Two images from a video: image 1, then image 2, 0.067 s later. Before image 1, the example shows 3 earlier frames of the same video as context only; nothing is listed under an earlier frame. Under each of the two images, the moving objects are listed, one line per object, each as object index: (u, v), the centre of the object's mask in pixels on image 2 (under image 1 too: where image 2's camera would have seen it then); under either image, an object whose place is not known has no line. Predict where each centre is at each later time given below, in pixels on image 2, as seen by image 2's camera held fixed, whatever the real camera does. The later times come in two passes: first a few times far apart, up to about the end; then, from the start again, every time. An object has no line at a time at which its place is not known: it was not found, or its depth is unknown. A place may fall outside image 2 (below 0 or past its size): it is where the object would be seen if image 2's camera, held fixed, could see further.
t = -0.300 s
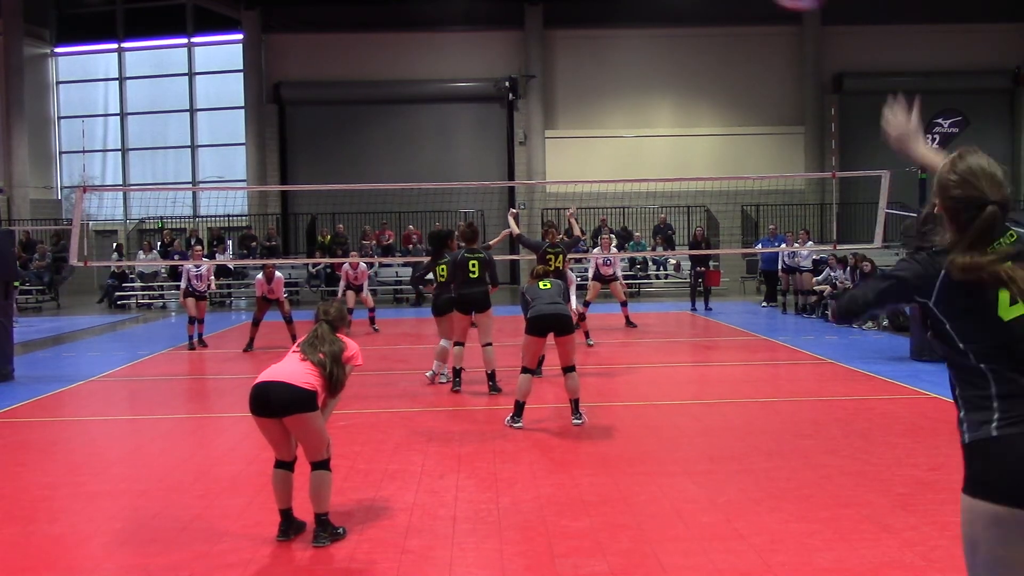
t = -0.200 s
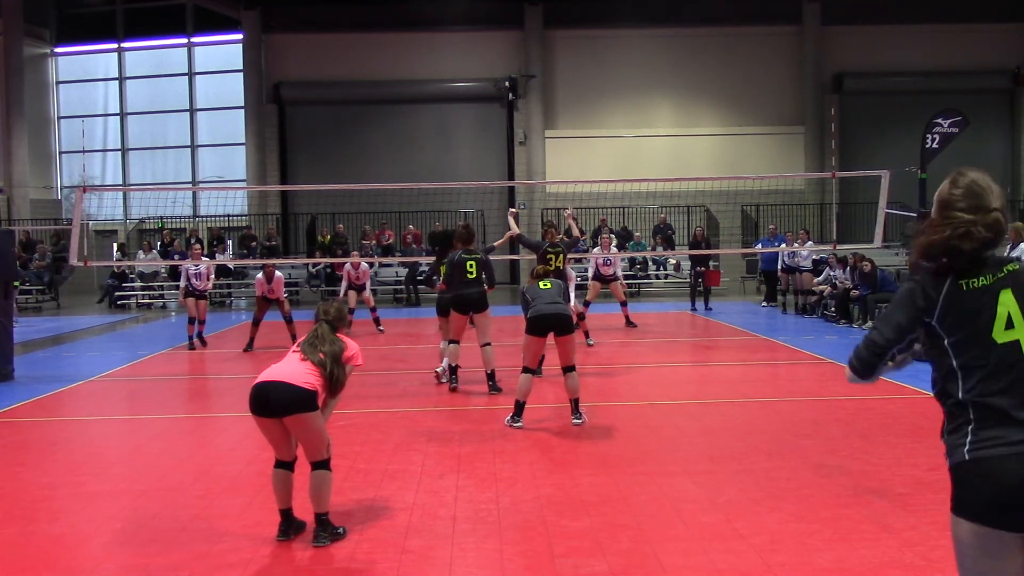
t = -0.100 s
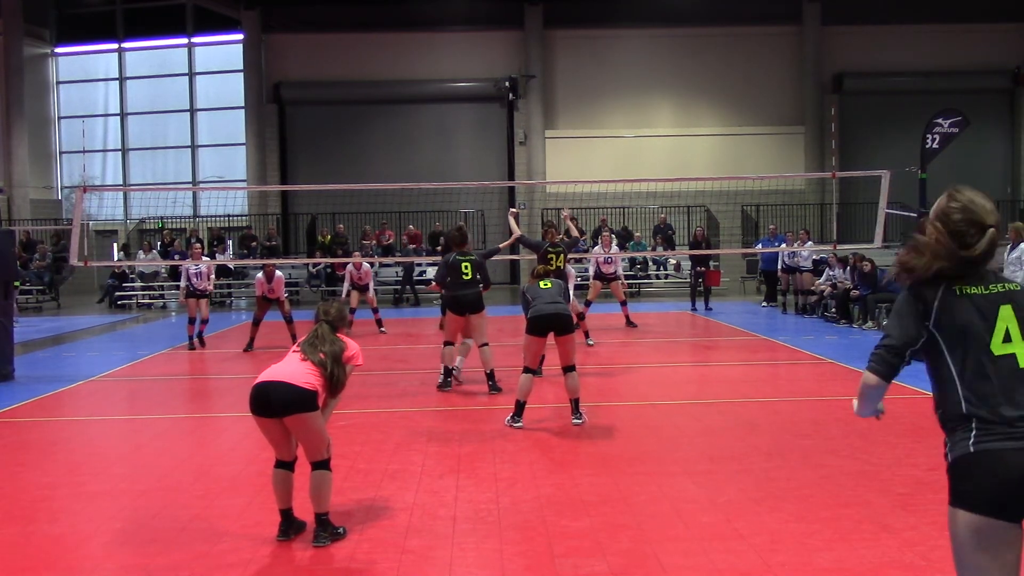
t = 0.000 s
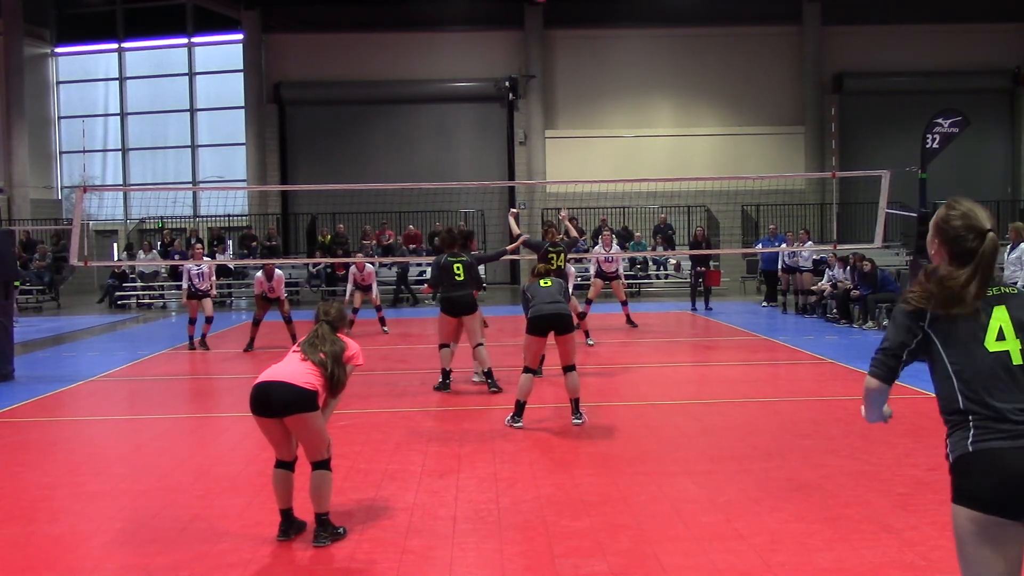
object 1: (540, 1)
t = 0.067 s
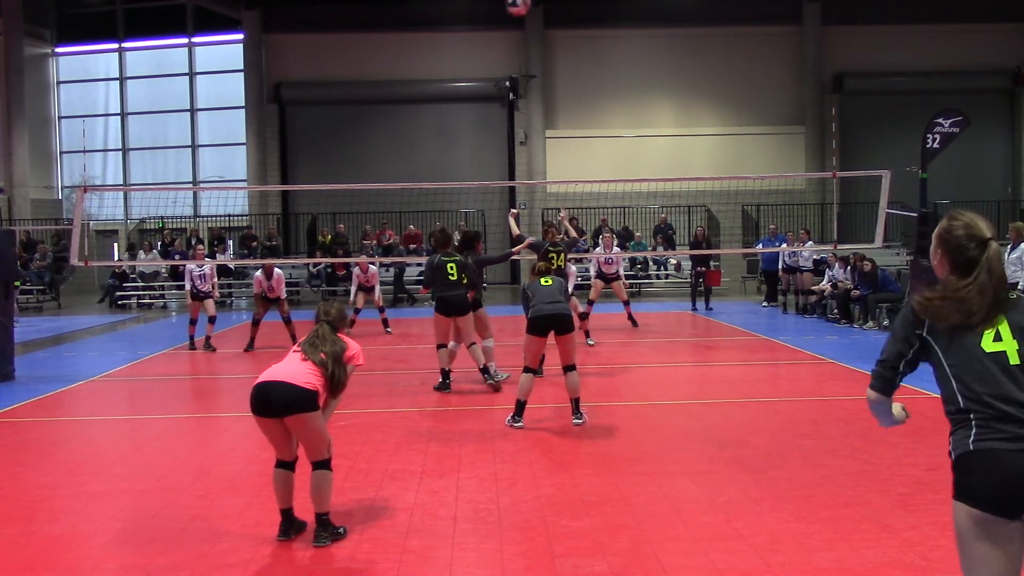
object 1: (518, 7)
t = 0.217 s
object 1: (479, 45)
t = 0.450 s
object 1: (441, 121)
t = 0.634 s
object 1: (421, 180)
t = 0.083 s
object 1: (513, 9)
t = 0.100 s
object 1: (508, 12)
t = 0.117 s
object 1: (503, 16)
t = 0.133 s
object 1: (499, 21)
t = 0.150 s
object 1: (495, 25)
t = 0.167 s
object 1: (491, 30)
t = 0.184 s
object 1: (486, 35)
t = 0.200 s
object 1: (482, 40)
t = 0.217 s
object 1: (479, 45)
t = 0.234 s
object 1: (475, 50)
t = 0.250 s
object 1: (472, 55)
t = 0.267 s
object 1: (469, 60)
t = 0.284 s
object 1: (466, 66)
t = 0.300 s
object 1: (463, 72)
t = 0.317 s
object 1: (460, 76)
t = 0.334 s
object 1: (457, 82)
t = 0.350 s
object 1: (455, 88)
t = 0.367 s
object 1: (453, 93)
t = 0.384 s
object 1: (450, 99)
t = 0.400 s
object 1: (448, 104)
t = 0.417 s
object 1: (446, 110)
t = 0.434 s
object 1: (443, 115)
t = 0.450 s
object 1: (441, 121)
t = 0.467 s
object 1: (439, 126)
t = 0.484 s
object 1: (436, 131)
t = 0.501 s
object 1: (435, 137)
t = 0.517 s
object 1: (433, 143)
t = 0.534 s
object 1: (431, 149)
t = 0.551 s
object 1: (429, 154)
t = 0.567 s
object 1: (427, 159)
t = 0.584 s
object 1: (425, 165)
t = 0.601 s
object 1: (424, 171)
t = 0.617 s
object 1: (422, 176)
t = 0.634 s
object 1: (421, 180)
